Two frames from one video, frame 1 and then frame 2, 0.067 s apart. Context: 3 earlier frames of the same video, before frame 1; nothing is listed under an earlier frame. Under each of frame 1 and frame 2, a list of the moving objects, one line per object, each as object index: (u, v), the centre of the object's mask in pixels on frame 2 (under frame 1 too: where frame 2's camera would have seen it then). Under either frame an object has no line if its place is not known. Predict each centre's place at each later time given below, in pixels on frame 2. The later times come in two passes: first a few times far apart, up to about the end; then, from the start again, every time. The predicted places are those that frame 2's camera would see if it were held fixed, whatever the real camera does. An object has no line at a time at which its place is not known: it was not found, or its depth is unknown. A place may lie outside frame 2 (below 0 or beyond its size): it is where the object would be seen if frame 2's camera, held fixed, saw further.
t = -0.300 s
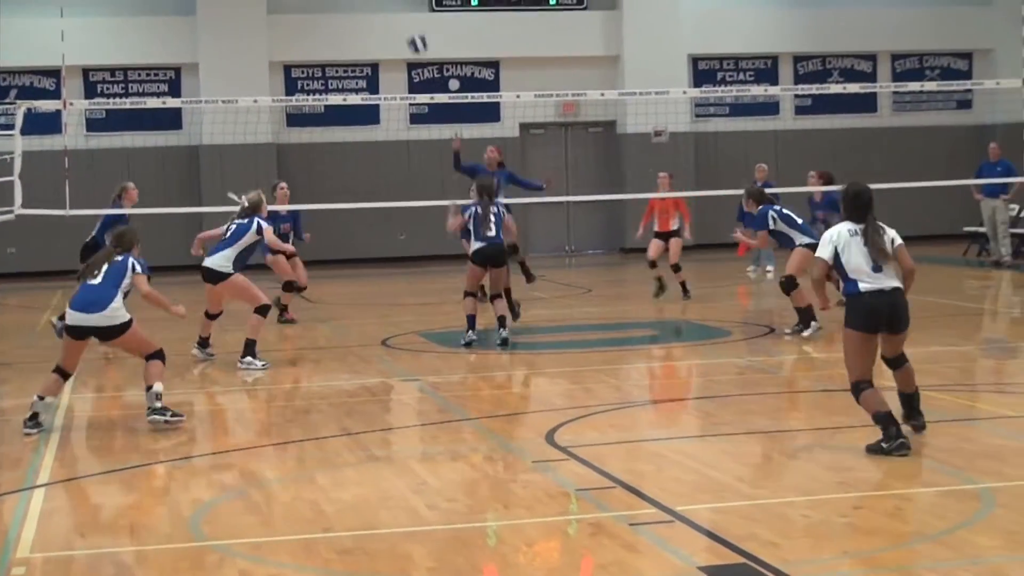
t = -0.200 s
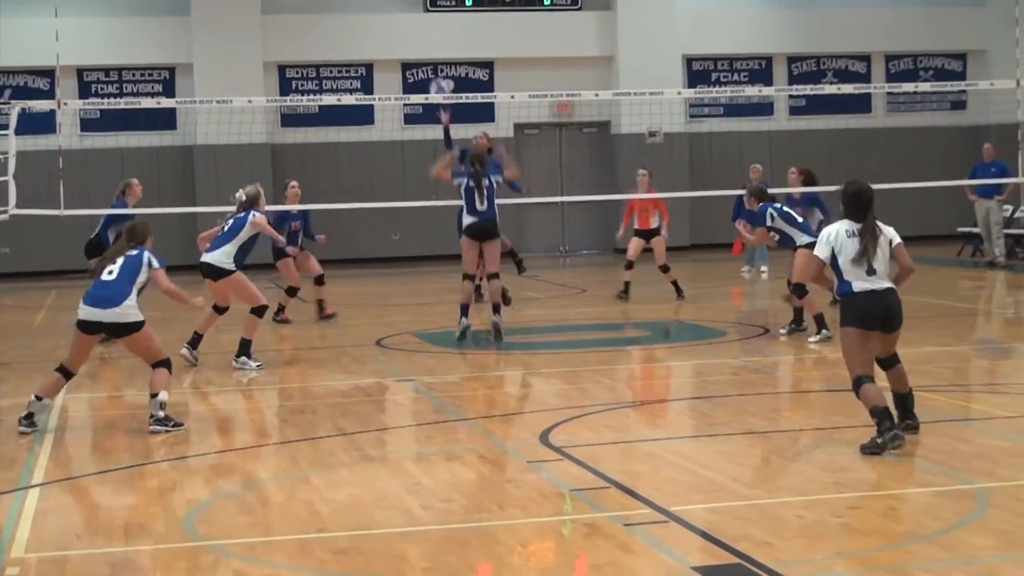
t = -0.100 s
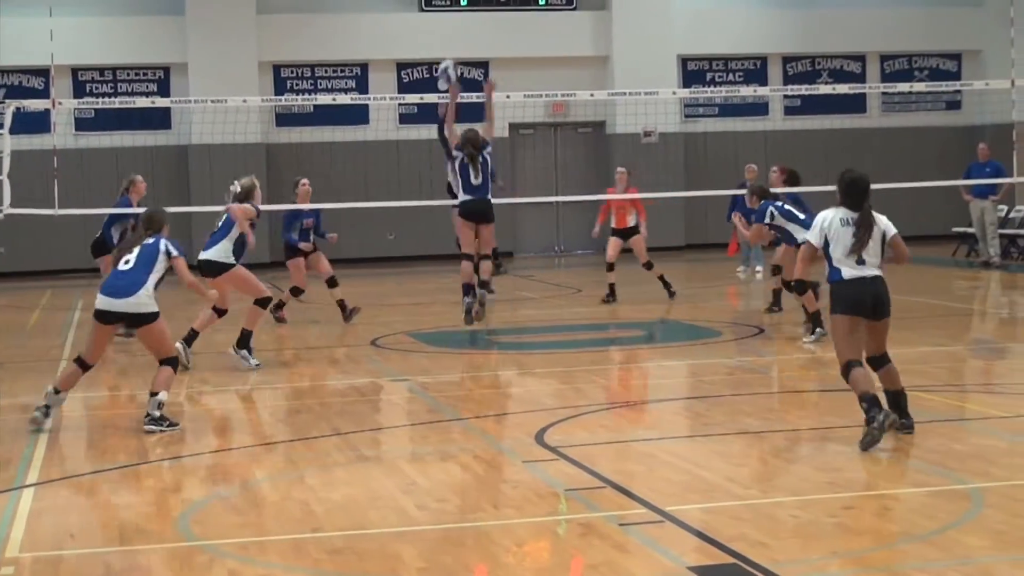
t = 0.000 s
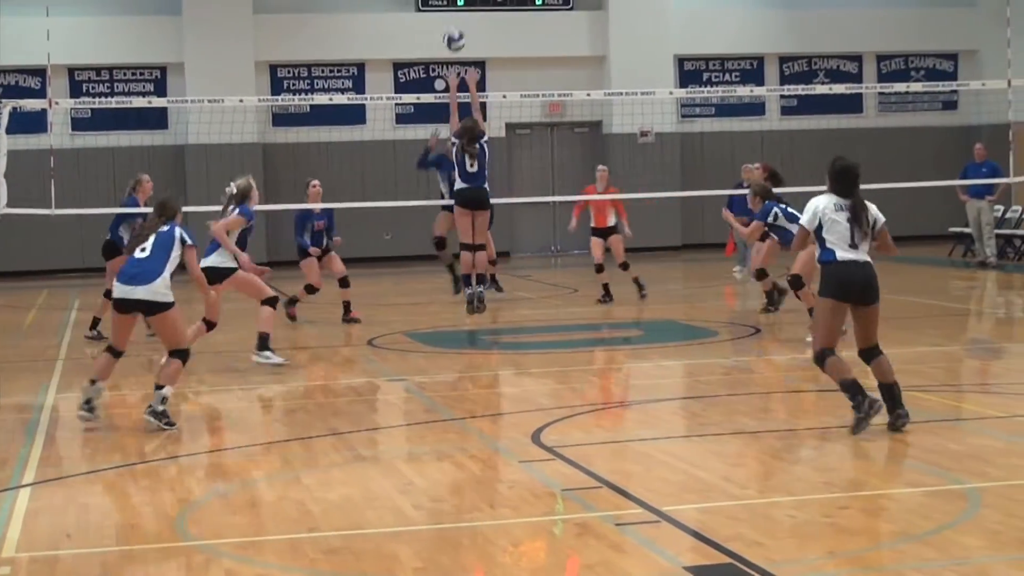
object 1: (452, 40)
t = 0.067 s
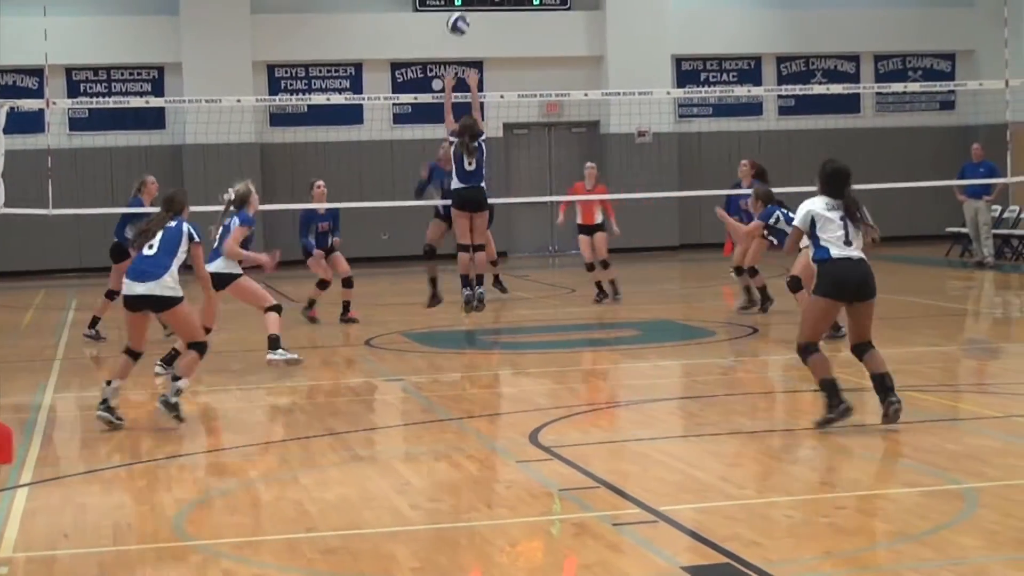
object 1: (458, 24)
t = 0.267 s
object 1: (478, 7)
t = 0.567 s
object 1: (511, 57)
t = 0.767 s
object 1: (541, 165)
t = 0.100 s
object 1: (461, 17)
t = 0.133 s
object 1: (464, 12)
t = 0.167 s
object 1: (468, 9)
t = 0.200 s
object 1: (472, 8)
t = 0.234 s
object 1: (474, 7)
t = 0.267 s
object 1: (478, 7)
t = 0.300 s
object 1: (481, 7)
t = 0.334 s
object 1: (485, 8)
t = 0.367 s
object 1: (489, 9)
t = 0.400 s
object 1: (493, 13)
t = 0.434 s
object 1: (496, 19)
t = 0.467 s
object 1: (500, 27)
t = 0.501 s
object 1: (504, 35)
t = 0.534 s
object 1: (508, 46)
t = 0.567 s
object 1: (511, 57)
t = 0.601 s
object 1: (516, 69)
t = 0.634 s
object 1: (522, 86)
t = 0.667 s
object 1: (528, 105)
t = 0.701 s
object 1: (531, 123)
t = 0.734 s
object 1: (535, 143)
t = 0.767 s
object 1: (541, 165)
